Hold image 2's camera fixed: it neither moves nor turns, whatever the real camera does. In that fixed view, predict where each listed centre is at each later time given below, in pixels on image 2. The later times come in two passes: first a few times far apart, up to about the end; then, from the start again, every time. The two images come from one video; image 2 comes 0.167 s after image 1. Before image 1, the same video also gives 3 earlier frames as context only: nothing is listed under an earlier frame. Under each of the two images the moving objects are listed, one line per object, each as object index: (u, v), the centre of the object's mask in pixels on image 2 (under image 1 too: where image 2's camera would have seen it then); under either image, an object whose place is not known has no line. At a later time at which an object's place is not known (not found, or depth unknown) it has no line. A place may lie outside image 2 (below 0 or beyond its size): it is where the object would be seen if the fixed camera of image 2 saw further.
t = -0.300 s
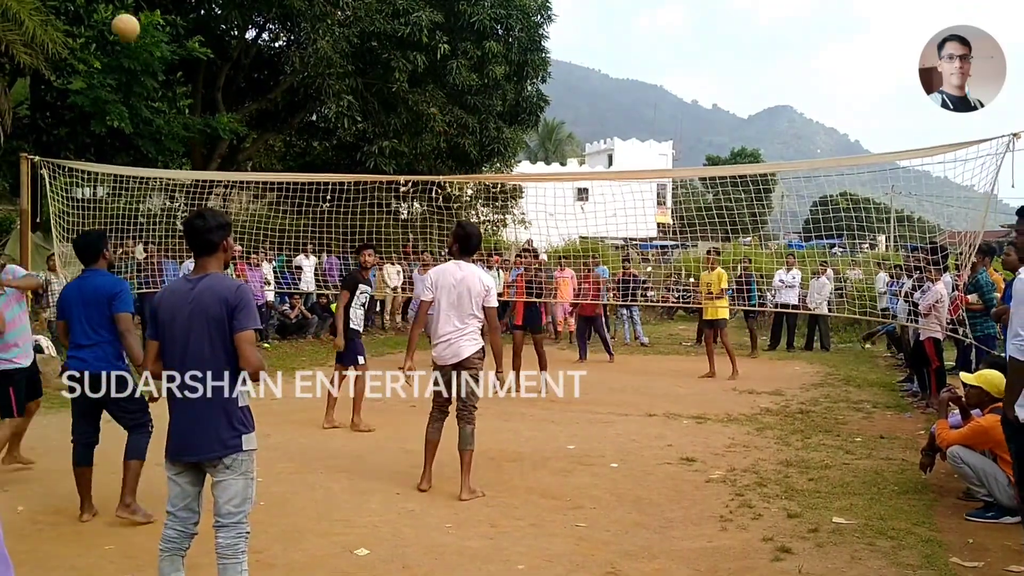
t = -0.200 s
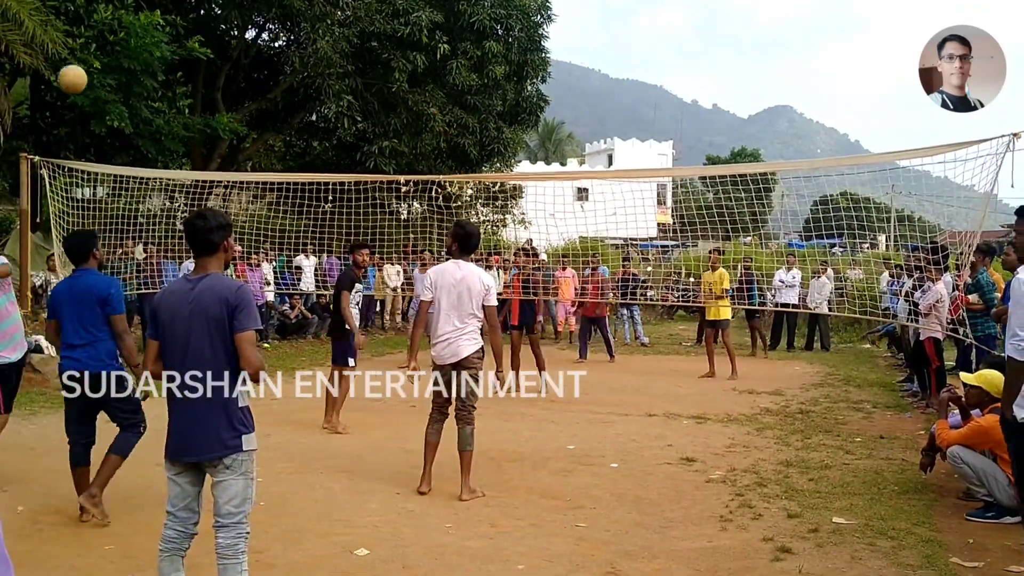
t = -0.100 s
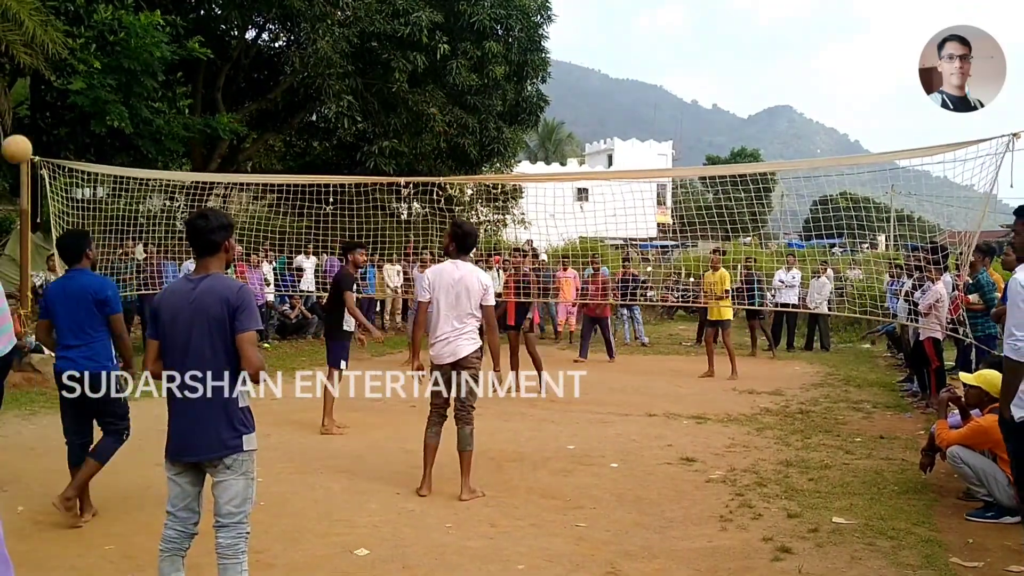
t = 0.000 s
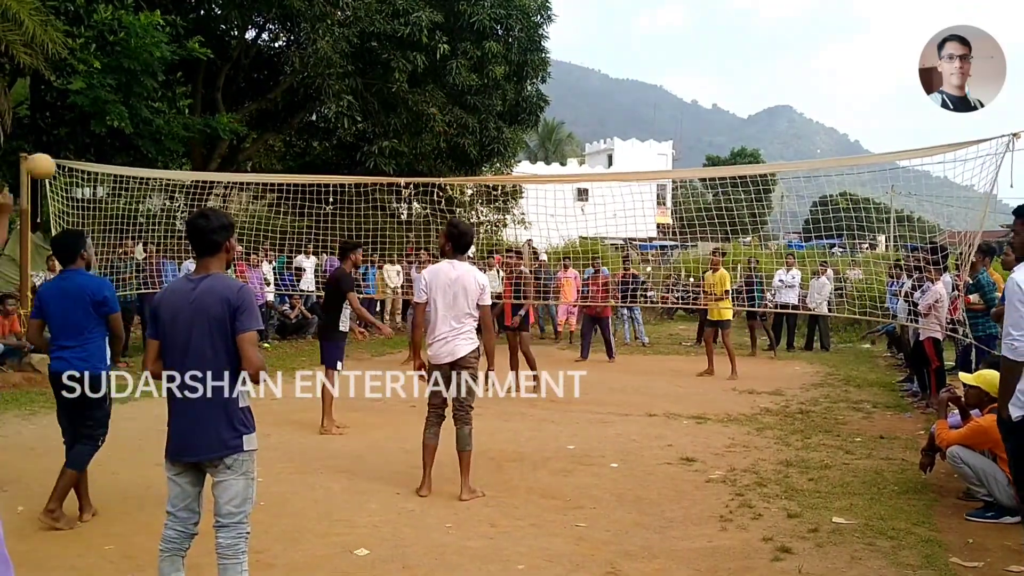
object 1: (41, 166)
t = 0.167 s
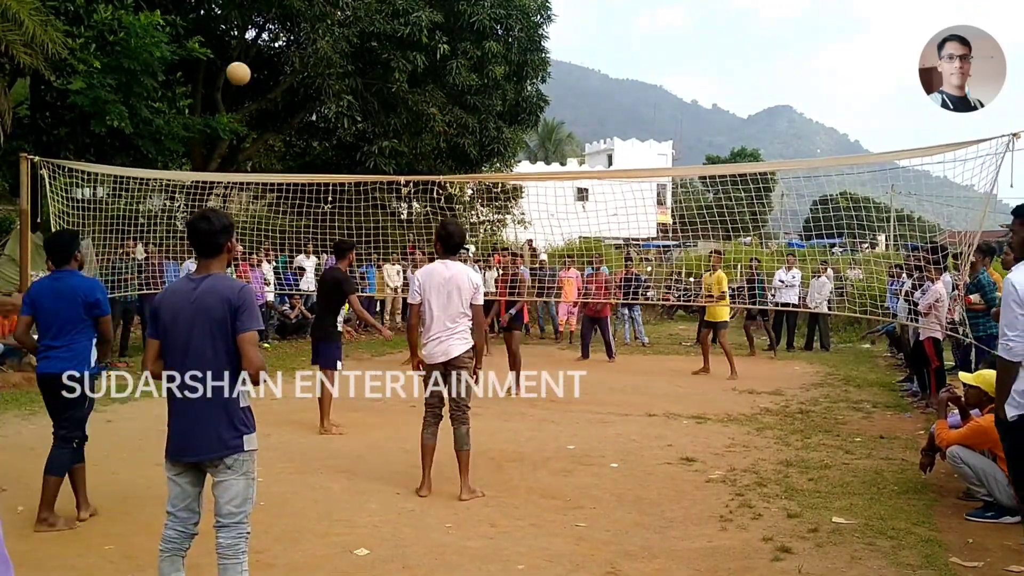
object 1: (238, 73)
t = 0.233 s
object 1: (299, 54)
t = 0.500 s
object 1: (476, 41)
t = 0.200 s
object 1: (269, 63)
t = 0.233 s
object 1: (299, 54)
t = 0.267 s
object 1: (327, 47)
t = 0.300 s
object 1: (352, 43)
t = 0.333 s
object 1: (376, 39)
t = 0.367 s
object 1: (399, 37)
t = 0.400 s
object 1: (420, 37)
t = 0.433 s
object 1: (440, 38)
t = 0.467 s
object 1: (458, 39)
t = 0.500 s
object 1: (476, 41)
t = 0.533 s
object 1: (493, 44)
